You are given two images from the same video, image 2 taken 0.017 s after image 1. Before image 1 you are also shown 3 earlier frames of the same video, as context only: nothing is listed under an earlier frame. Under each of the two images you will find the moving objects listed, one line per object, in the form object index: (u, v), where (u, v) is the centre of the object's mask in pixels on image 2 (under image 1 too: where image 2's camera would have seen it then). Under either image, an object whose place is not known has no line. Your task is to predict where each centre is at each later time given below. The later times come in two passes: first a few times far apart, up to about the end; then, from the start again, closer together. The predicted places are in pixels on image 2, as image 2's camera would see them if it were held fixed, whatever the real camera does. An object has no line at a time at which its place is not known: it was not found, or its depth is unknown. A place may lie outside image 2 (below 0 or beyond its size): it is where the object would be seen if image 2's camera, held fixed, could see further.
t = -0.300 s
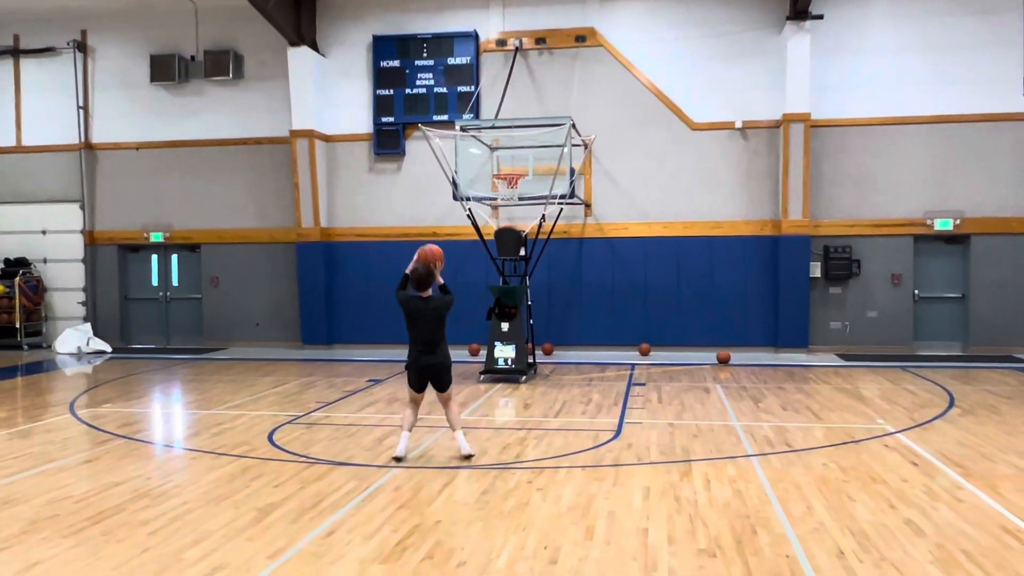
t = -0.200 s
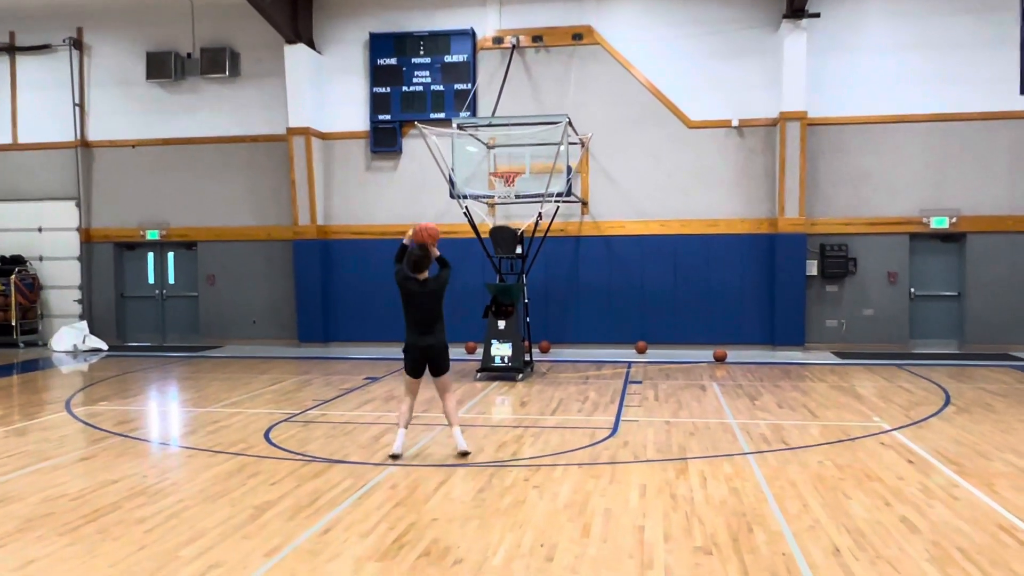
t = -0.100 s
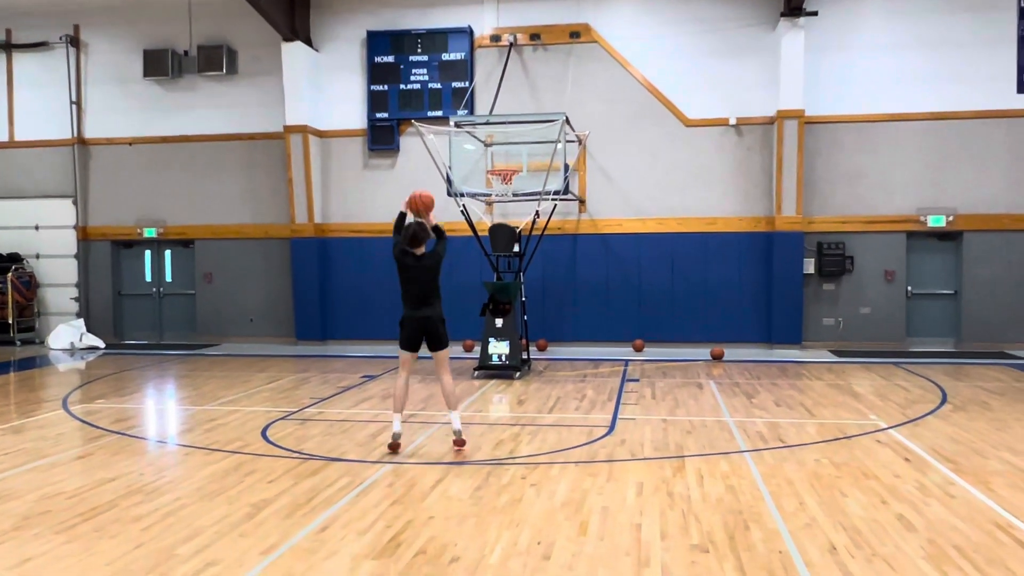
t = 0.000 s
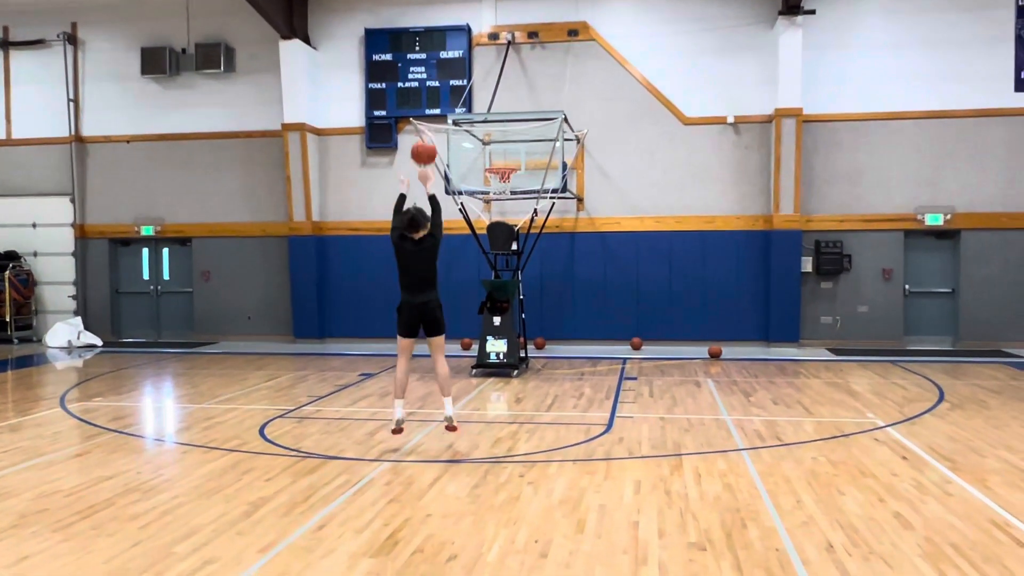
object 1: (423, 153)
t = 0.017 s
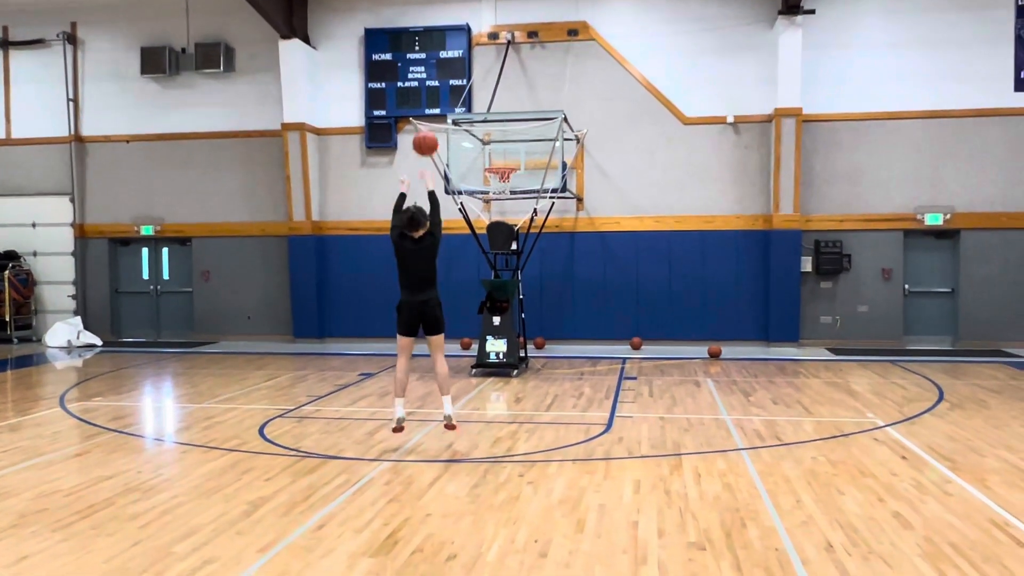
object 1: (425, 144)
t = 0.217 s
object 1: (446, 69)
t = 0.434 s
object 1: (464, 42)
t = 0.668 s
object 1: (480, 60)
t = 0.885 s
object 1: (492, 107)
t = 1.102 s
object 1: (502, 175)
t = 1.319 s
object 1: (501, 207)
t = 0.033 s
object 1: (427, 135)
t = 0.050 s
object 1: (429, 127)
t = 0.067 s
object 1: (431, 119)
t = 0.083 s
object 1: (432, 112)
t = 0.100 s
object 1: (435, 105)
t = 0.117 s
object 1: (436, 99)
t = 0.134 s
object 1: (437, 94)
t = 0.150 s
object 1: (440, 87)
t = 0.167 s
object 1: (441, 82)
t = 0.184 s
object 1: (442, 77)
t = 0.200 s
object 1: (444, 72)
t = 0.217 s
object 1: (446, 69)
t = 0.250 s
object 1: (448, 61)
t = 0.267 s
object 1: (450, 59)
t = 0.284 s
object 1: (452, 55)
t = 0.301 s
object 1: (454, 52)
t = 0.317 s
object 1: (454, 50)
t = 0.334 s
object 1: (456, 48)
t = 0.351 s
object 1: (457, 46)
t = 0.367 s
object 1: (459, 46)
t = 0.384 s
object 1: (461, 45)
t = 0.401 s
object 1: (462, 43)
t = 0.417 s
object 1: (463, 43)
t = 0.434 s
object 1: (464, 42)
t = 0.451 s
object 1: (466, 43)
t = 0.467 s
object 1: (467, 42)
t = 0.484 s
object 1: (468, 43)
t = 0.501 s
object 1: (469, 43)
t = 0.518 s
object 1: (470, 44)
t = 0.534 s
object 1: (471, 45)
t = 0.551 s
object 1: (472, 46)
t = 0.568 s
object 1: (473, 47)
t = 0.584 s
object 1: (475, 49)
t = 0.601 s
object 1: (476, 51)
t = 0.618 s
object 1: (477, 53)
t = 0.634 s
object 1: (478, 55)
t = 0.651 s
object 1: (479, 58)
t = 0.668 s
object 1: (480, 60)
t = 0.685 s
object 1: (481, 63)
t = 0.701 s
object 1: (482, 66)
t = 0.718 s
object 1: (483, 69)
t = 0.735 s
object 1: (484, 72)
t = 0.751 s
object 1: (485, 75)
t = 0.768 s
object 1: (486, 78)
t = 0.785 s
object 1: (487, 82)
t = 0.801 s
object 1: (487, 86)
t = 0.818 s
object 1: (489, 90)
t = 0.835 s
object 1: (489, 94)
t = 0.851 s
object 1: (490, 98)
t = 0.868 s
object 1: (491, 102)
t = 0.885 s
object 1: (492, 107)
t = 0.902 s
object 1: (493, 112)
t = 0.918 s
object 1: (494, 116)
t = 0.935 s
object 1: (496, 120)
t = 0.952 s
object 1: (496, 125)
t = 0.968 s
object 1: (496, 131)
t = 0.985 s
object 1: (497, 137)
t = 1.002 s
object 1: (498, 141)
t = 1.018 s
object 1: (499, 147)
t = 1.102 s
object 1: (502, 175)
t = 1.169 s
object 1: (504, 187)
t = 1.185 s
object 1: (504, 187)
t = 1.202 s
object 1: (504, 185)
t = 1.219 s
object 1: (504, 191)
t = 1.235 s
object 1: (503, 192)
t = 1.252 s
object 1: (503, 196)
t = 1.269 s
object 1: (503, 198)
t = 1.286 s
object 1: (502, 201)
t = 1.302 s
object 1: (502, 204)
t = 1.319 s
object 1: (501, 207)
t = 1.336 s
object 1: (501, 209)
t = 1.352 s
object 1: (500, 212)
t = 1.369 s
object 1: (499, 212)
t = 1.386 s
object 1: (500, 215)
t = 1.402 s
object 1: (499, 216)
